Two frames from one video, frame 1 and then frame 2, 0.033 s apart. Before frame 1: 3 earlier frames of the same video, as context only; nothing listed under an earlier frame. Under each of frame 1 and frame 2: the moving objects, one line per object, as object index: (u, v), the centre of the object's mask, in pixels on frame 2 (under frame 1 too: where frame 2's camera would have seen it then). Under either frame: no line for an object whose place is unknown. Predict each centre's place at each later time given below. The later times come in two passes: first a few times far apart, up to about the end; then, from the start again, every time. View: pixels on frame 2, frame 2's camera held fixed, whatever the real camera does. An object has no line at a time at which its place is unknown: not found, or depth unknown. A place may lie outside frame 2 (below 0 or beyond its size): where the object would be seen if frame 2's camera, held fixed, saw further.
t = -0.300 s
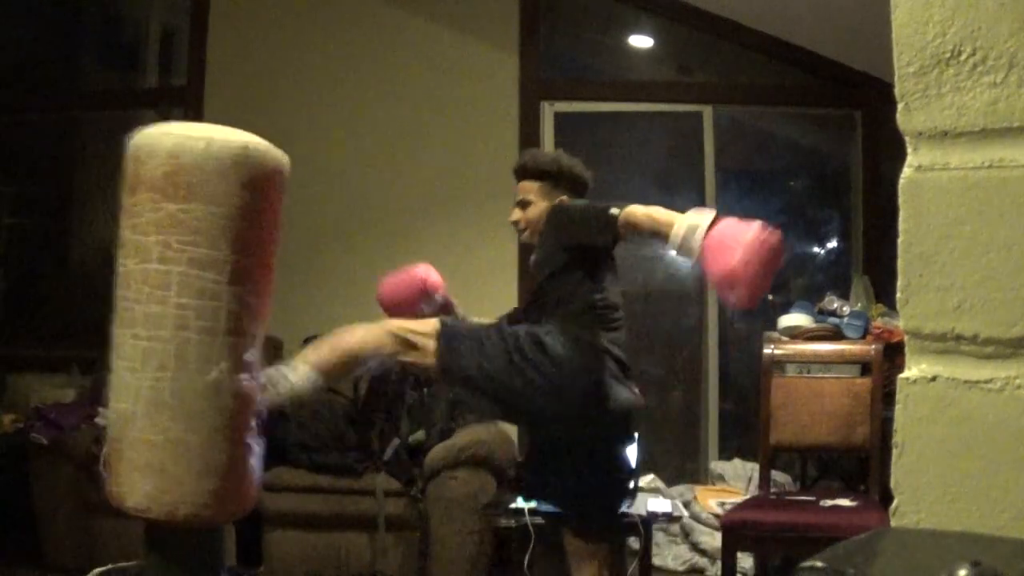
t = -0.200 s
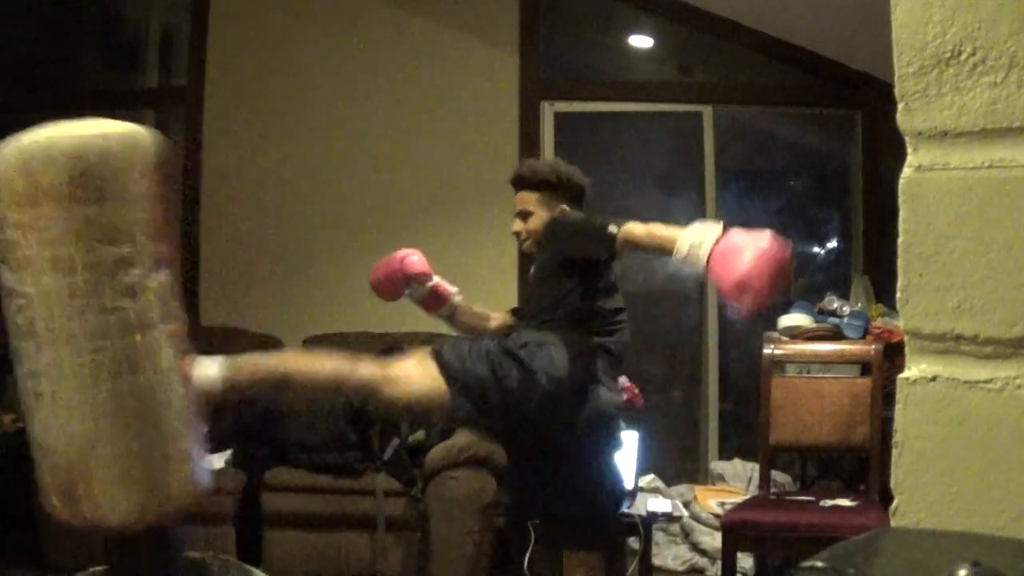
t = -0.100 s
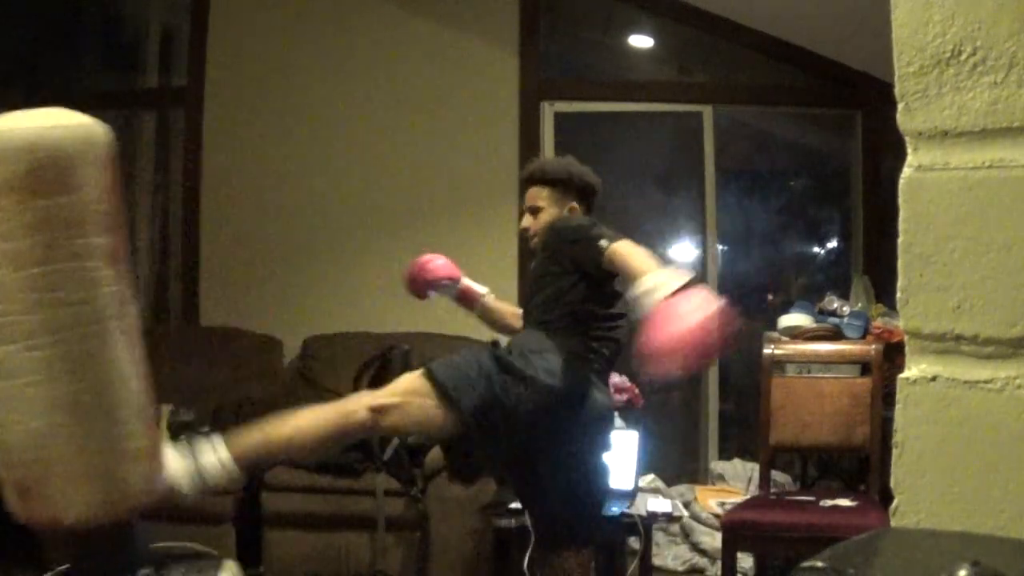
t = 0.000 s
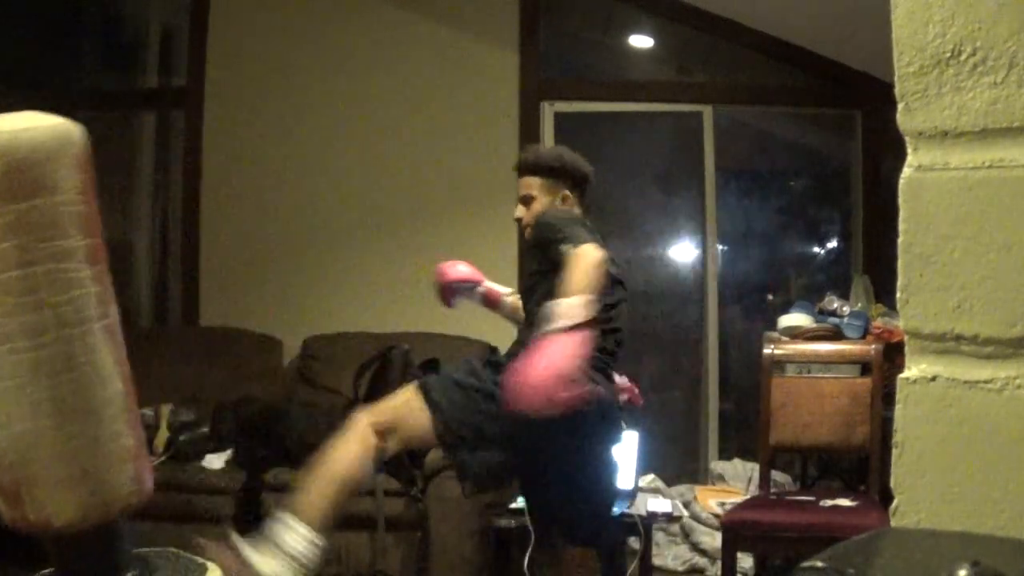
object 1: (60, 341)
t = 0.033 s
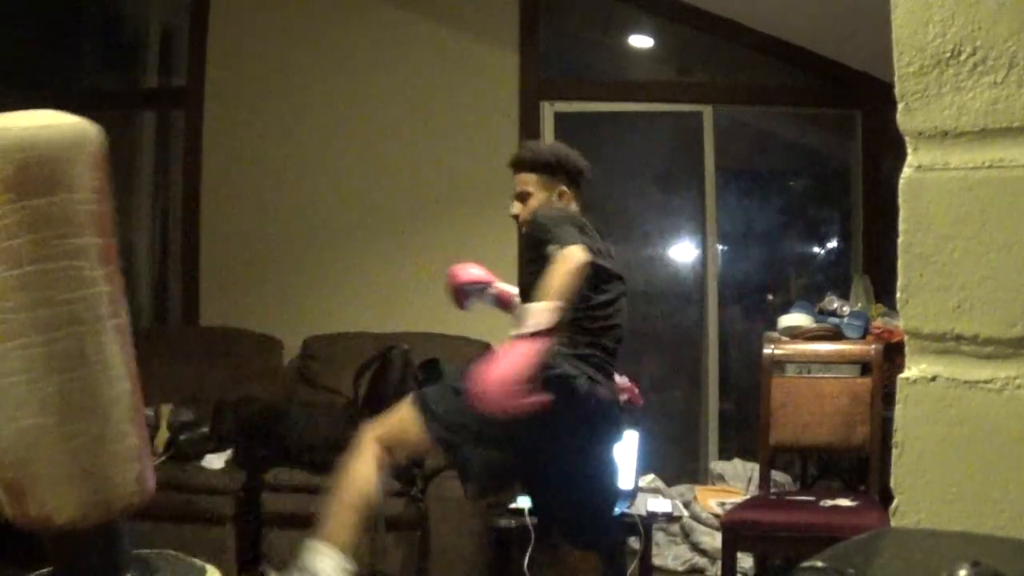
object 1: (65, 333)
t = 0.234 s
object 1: (118, 324)
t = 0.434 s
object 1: (122, 324)
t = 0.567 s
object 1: (90, 323)
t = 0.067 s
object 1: (69, 329)
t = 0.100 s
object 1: (76, 329)
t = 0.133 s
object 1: (85, 326)
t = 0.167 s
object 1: (98, 322)
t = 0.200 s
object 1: (108, 321)
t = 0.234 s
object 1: (118, 324)
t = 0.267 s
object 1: (126, 326)
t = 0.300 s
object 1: (128, 324)
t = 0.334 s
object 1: (130, 324)
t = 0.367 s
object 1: (131, 325)
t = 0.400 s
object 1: (128, 325)
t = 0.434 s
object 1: (122, 324)
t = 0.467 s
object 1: (113, 325)
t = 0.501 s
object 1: (107, 325)
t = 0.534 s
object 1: (99, 324)
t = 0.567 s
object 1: (90, 323)
